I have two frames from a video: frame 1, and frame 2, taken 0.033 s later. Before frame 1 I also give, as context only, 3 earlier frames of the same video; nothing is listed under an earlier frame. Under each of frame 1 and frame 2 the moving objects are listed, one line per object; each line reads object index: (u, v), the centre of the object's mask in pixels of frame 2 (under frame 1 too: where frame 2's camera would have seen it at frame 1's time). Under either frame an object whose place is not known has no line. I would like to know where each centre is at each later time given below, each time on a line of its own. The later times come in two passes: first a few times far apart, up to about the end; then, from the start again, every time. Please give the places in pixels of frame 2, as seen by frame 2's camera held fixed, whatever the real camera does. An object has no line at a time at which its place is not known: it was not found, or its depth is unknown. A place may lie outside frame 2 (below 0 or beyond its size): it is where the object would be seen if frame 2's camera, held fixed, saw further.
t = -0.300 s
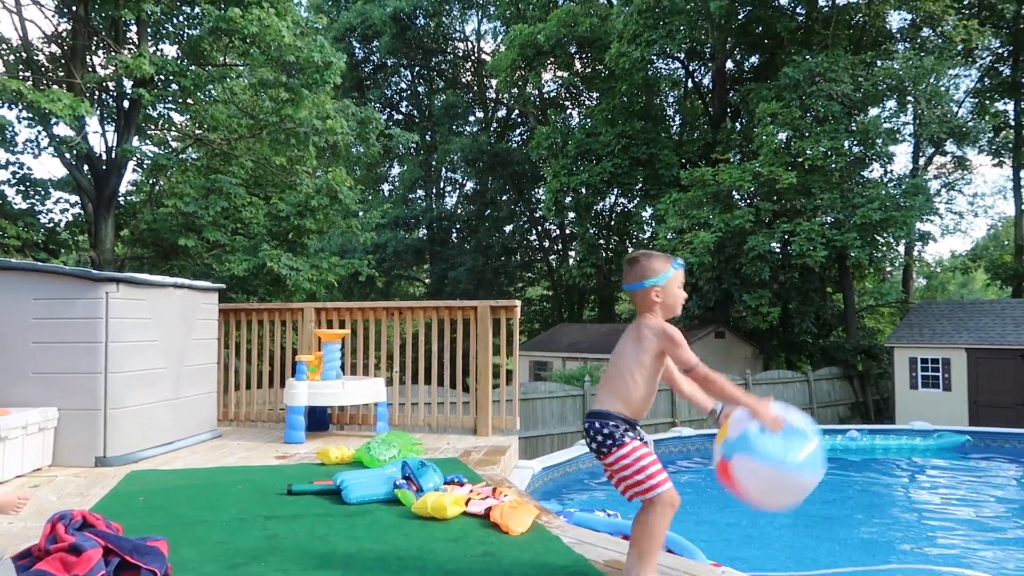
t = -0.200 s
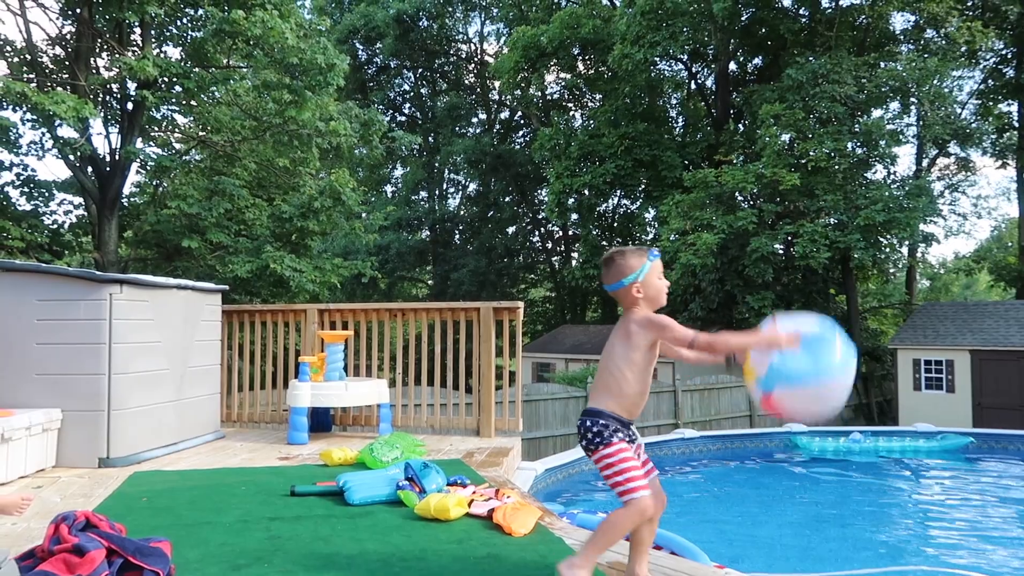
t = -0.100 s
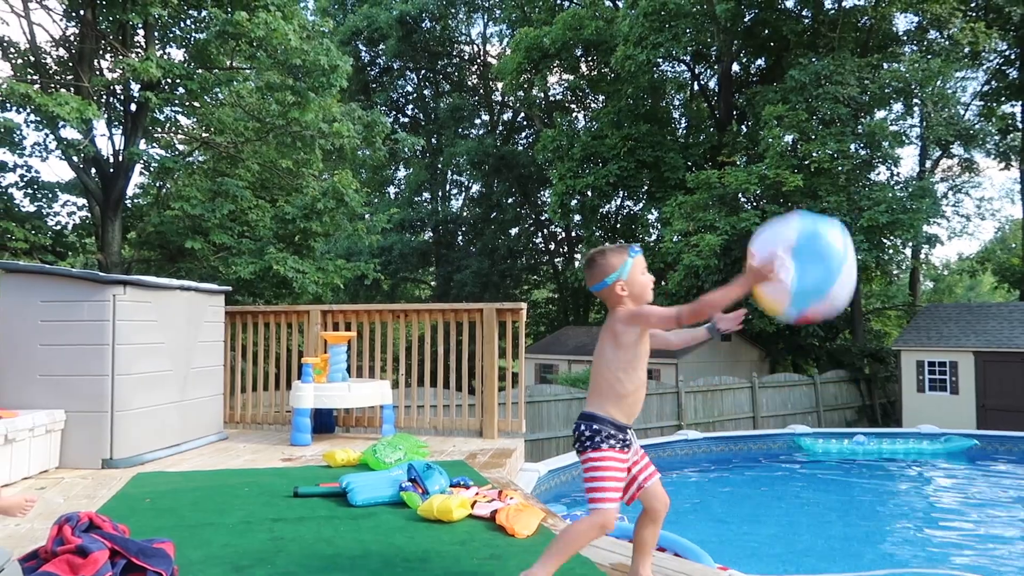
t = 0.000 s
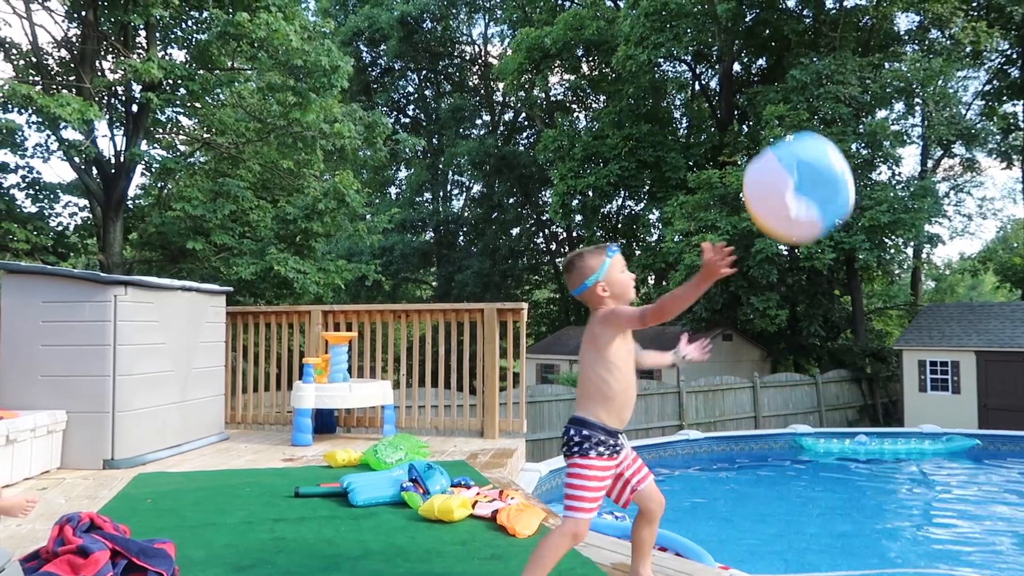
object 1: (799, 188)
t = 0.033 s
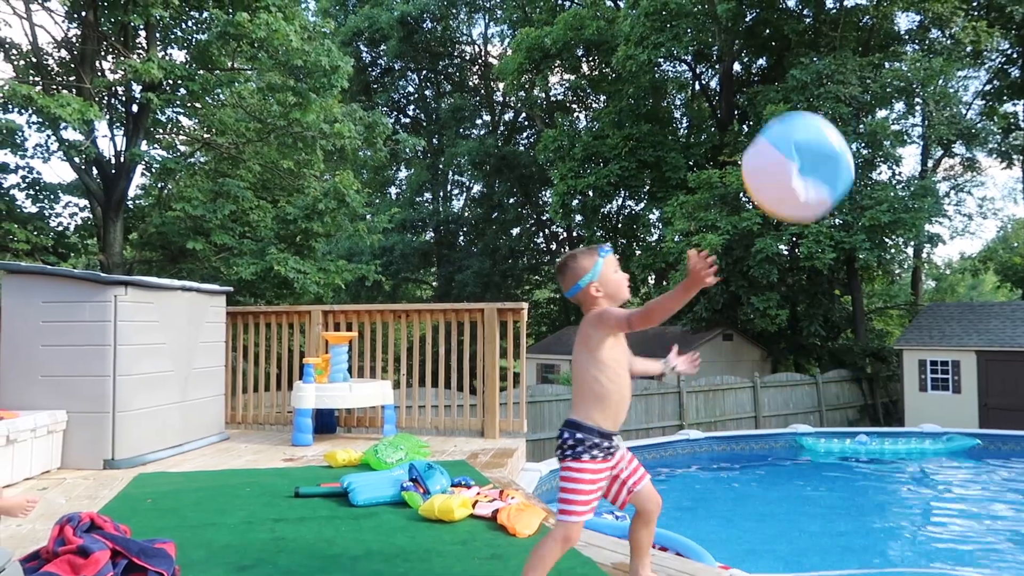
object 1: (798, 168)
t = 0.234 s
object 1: (786, 95)
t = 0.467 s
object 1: (780, 127)
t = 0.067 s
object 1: (796, 149)
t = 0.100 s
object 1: (795, 134)
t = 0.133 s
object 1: (793, 120)
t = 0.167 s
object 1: (791, 109)
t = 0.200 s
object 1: (788, 101)
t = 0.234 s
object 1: (786, 95)
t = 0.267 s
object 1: (784, 92)
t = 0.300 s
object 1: (783, 91)
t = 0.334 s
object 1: (781, 93)
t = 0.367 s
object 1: (780, 98)
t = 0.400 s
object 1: (779, 105)
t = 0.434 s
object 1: (780, 114)
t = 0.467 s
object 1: (780, 127)
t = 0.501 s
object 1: (780, 142)
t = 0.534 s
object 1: (780, 159)
